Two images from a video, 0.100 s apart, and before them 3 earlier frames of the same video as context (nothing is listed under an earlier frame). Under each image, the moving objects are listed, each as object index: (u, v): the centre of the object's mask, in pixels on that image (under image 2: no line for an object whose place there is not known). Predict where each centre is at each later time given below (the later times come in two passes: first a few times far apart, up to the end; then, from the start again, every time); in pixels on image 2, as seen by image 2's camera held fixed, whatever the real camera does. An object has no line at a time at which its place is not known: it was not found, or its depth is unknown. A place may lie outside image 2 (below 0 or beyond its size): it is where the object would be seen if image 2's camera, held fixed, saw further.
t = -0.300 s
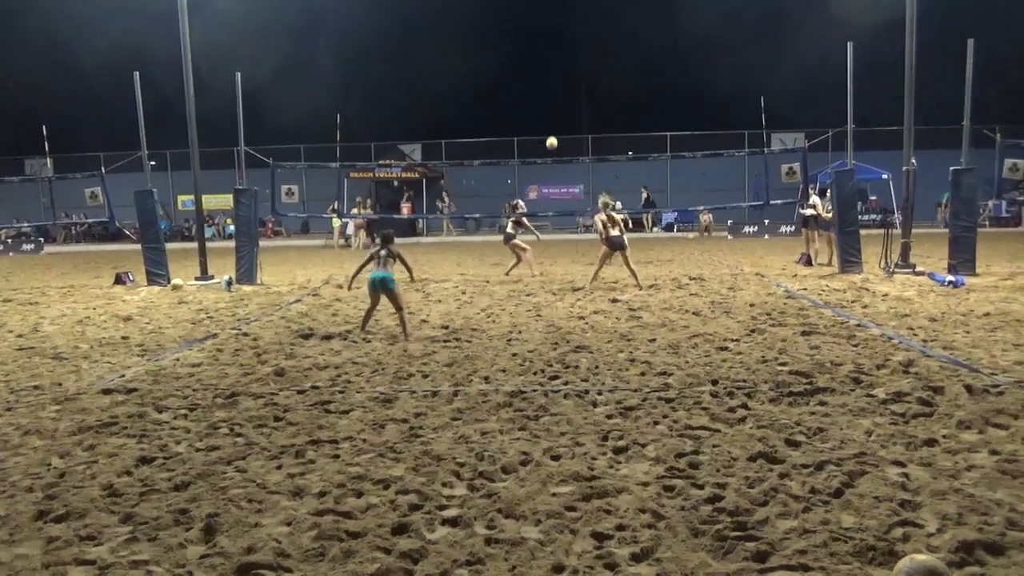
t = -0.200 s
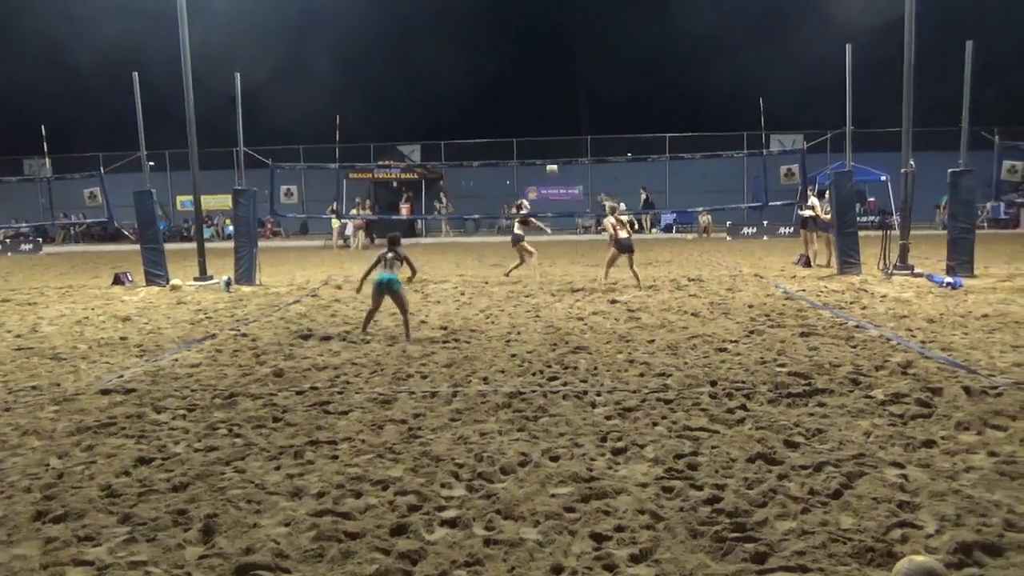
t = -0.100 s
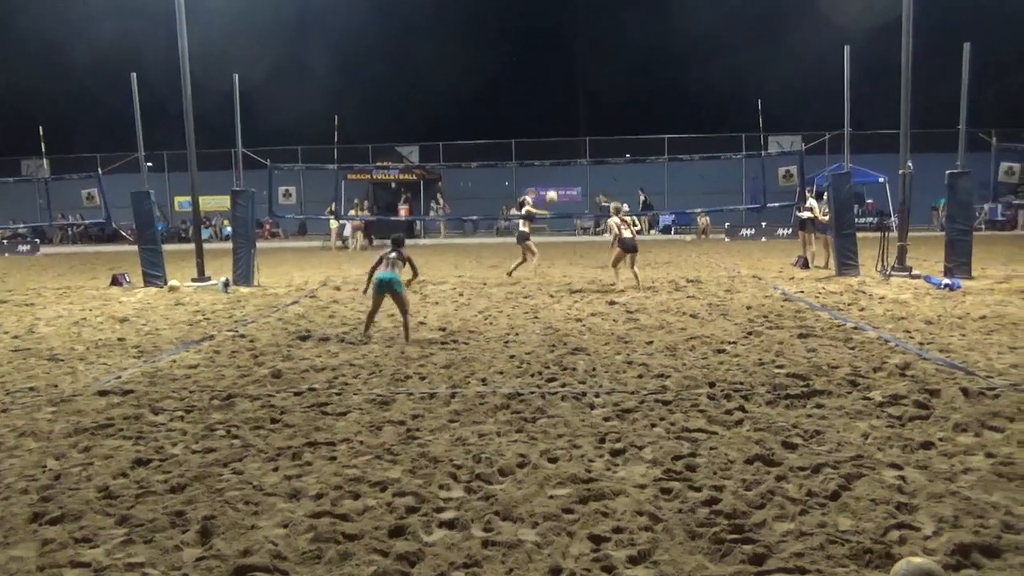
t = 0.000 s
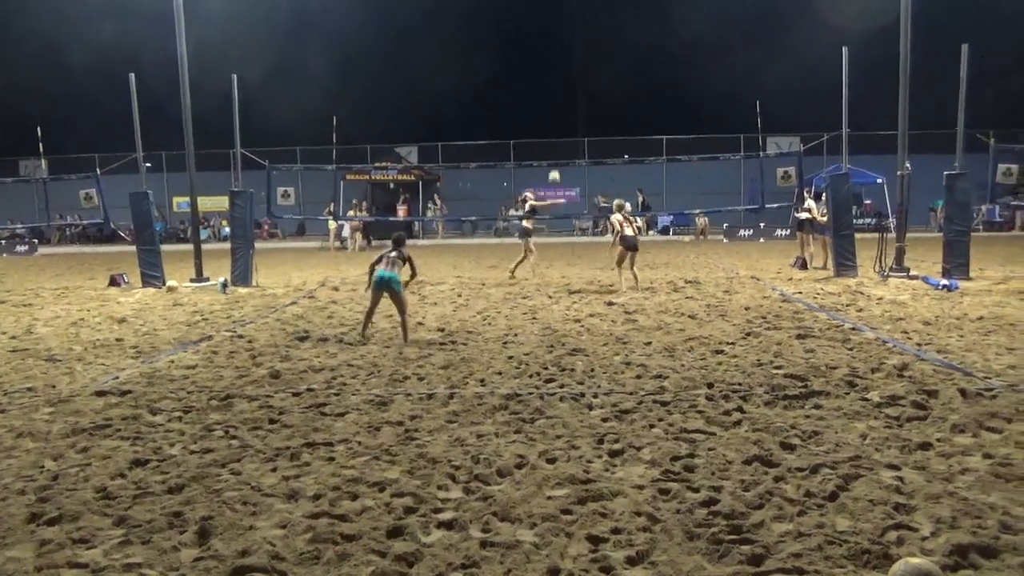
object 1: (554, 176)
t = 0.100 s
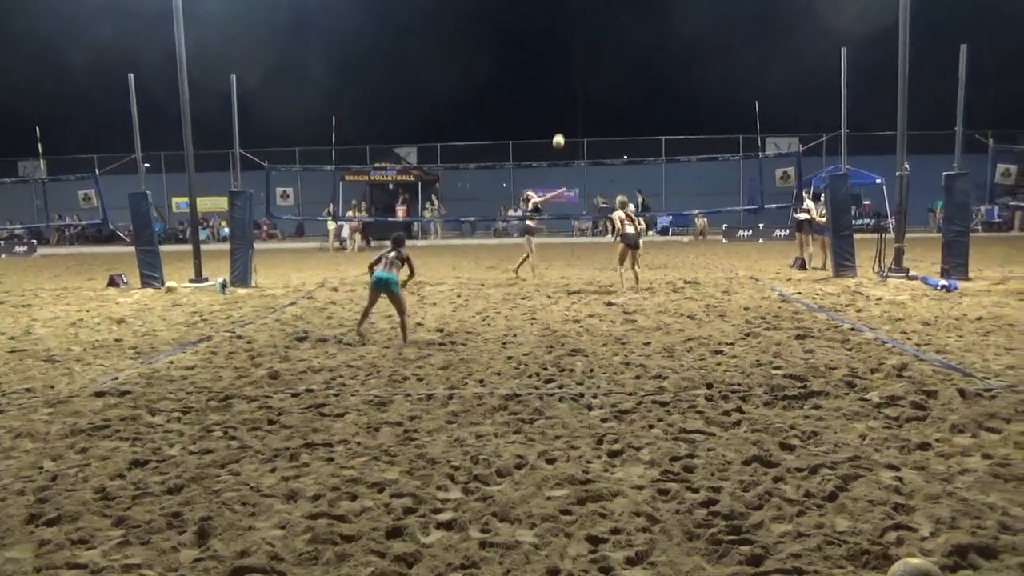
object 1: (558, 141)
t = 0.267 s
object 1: (568, 91)
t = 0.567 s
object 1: (585, 36)
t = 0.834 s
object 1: (601, 25)
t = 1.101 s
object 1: (618, 52)
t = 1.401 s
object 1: (637, 126)
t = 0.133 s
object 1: (560, 130)
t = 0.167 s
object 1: (562, 119)
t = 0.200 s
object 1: (564, 109)
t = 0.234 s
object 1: (565, 100)
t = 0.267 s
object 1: (568, 91)
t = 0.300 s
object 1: (570, 83)
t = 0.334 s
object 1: (571, 75)
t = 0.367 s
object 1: (573, 67)
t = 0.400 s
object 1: (575, 61)
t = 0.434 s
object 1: (577, 54)
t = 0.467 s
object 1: (579, 49)
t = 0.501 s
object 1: (581, 44)
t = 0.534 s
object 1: (583, 40)
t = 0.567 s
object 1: (585, 36)
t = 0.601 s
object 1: (587, 32)
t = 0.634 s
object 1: (589, 30)
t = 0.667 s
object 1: (591, 27)
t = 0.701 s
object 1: (593, 26)
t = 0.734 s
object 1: (595, 25)
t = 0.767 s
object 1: (597, 25)
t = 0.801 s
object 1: (599, 24)
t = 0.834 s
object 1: (601, 25)
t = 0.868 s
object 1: (603, 27)
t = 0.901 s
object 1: (605, 29)
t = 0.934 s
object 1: (607, 31)
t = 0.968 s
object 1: (609, 34)
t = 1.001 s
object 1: (611, 38)
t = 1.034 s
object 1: (613, 42)
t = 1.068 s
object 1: (615, 47)
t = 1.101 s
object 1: (618, 52)
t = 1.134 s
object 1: (620, 58)
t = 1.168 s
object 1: (622, 65)
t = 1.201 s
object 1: (624, 72)
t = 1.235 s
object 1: (626, 80)
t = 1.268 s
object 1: (628, 88)
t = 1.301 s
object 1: (630, 97)
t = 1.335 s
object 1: (633, 107)
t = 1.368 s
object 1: (635, 116)
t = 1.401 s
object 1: (637, 126)
